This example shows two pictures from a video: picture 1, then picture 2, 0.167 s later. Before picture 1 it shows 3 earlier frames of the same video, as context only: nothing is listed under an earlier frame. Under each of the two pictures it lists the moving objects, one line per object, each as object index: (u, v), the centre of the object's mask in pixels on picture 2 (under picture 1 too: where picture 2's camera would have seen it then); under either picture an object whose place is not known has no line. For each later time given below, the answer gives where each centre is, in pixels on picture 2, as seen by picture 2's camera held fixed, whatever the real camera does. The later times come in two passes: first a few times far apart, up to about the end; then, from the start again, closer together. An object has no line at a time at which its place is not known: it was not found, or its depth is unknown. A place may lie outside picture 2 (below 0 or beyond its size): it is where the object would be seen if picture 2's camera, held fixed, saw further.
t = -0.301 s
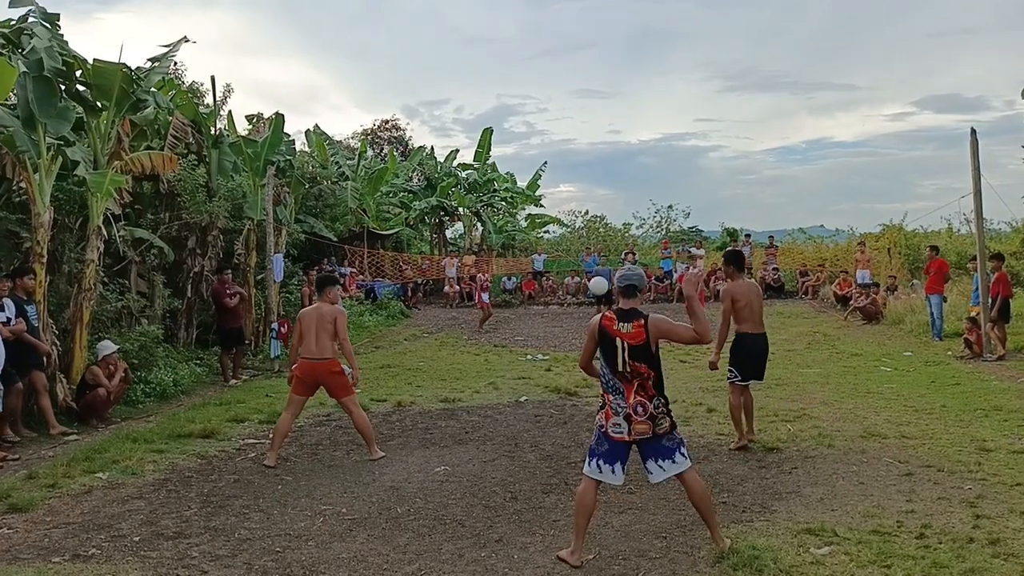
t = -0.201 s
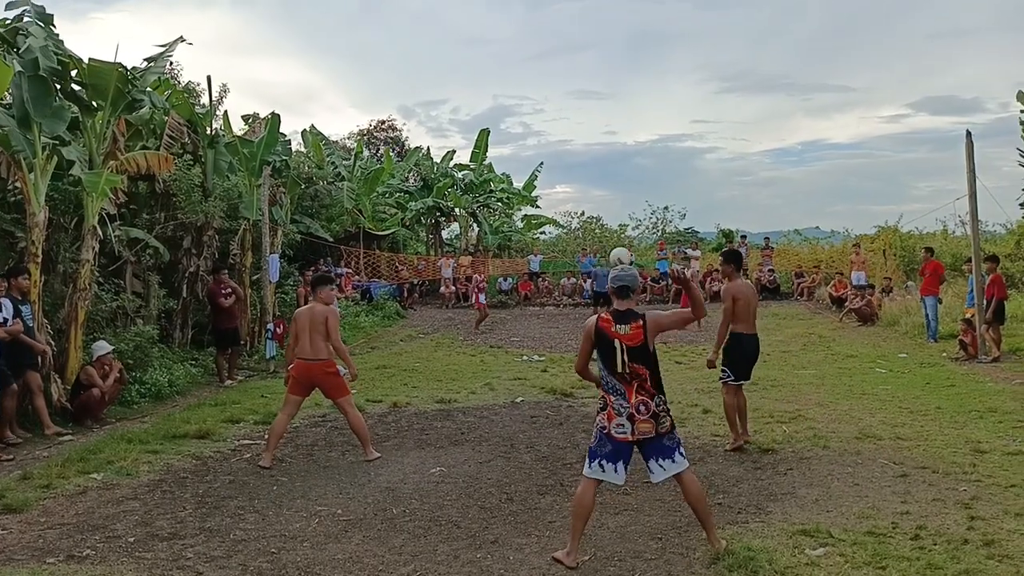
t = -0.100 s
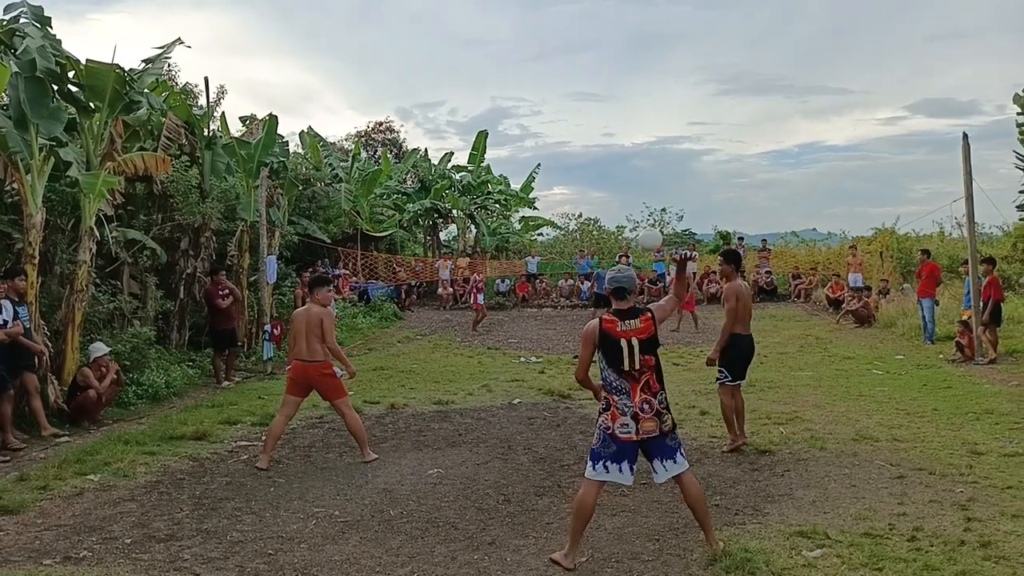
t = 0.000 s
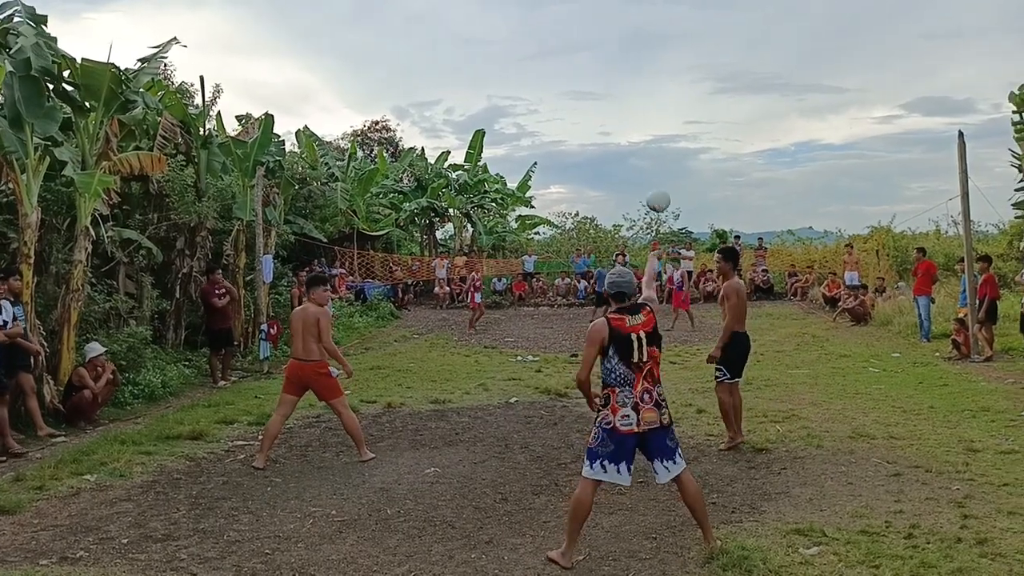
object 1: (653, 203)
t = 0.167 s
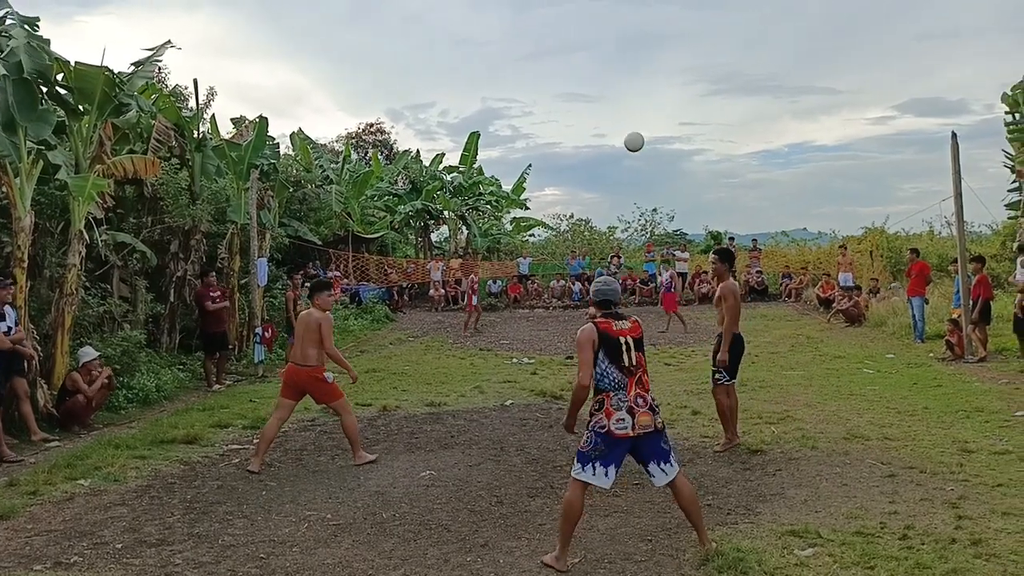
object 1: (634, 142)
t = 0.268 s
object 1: (625, 128)
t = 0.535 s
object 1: (610, 144)
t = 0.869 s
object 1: (599, 228)
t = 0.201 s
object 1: (631, 136)
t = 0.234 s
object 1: (628, 131)
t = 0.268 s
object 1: (625, 128)
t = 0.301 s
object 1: (623, 127)
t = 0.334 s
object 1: (621, 126)
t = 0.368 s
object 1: (619, 127)
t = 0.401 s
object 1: (617, 128)
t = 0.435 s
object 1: (615, 131)
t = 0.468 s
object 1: (614, 134)
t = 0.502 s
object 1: (612, 139)
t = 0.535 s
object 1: (610, 144)
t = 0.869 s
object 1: (599, 228)
